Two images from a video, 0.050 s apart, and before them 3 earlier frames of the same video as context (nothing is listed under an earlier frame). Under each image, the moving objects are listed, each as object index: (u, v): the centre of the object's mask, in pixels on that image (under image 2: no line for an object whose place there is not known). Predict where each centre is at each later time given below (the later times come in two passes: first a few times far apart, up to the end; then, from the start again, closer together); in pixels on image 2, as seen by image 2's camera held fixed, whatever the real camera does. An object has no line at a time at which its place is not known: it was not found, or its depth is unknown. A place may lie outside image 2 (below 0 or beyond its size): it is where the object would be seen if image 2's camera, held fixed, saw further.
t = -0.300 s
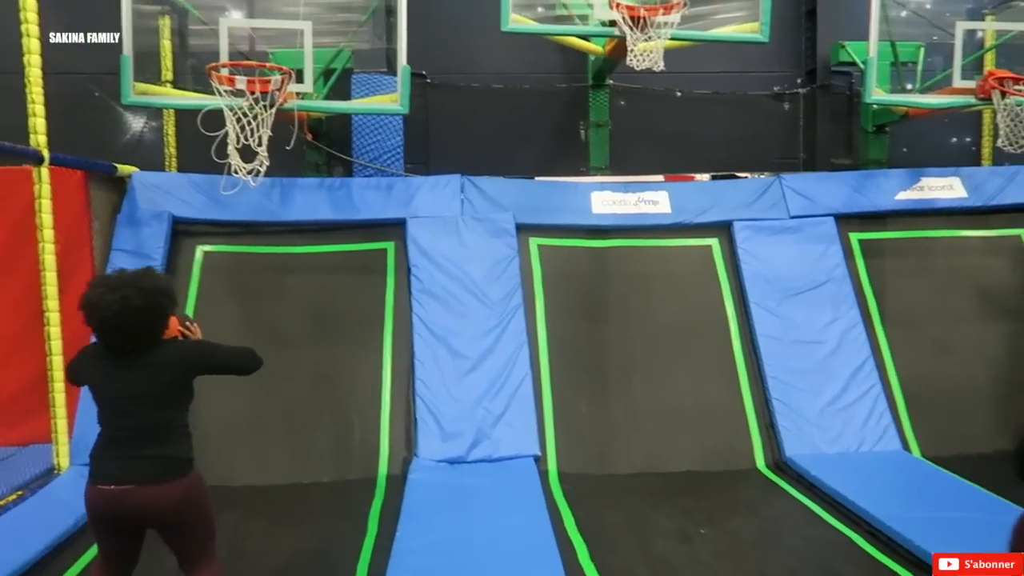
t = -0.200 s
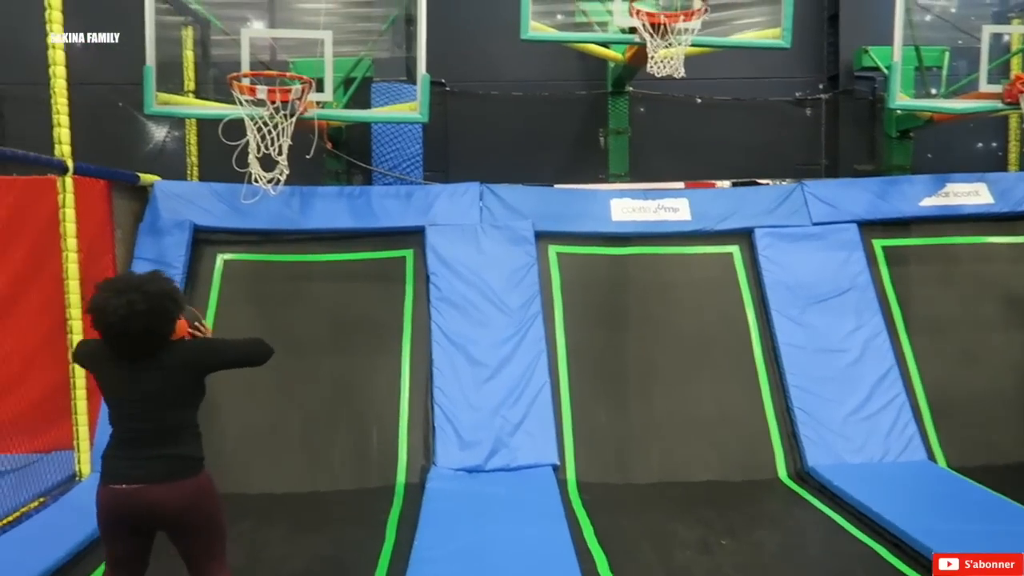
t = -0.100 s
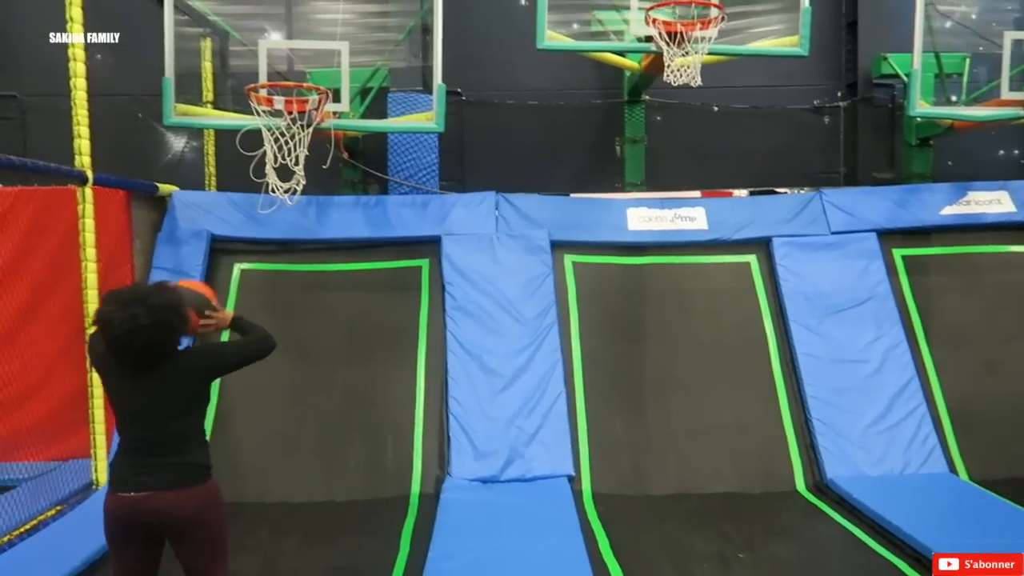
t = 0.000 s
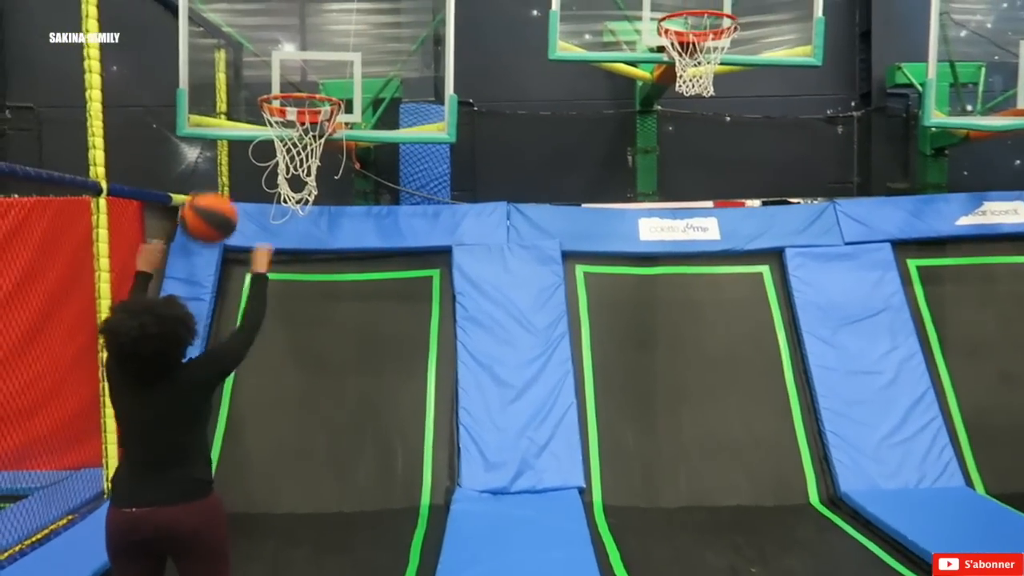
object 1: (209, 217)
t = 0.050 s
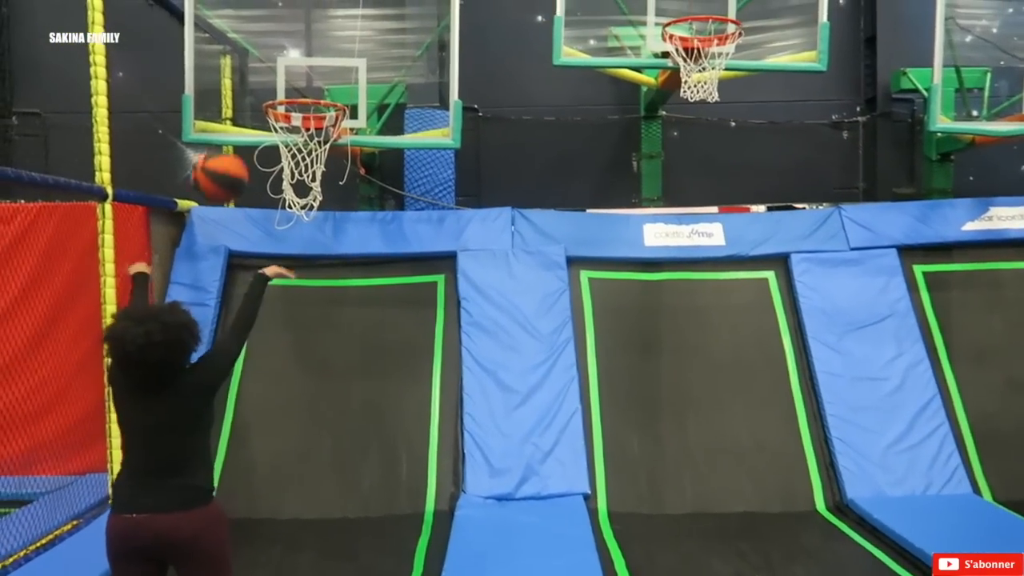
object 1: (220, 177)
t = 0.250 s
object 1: (242, 63)
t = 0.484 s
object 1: (264, 47)
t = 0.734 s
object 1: (292, 107)
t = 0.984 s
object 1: (340, 183)
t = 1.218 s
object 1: (378, 334)
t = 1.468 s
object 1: (414, 480)
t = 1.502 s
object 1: (417, 489)
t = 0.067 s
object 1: (222, 163)
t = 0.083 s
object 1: (224, 150)
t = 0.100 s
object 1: (225, 137)
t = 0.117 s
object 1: (228, 126)
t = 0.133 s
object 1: (230, 115)
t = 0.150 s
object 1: (231, 106)
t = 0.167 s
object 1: (233, 97)
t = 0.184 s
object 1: (234, 88)
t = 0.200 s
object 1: (236, 81)
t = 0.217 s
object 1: (238, 74)
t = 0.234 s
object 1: (240, 68)
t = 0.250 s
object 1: (242, 63)
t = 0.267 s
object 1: (244, 58)
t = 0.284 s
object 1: (245, 54)
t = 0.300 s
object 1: (247, 50)
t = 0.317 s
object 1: (249, 47)
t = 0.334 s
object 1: (250, 45)
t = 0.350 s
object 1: (252, 43)
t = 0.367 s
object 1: (253, 42)
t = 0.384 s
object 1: (255, 41)
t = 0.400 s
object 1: (256, 41)
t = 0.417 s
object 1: (258, 41)
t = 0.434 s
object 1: (260, 42)
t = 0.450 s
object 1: (261, 43)
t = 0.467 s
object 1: (263, 45)
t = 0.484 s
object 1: (264, 47)
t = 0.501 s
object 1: (266, 50)
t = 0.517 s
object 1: (268, 53)
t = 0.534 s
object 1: (269, 57)
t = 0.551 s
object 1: (270, 60)
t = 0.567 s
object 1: (272, 65)
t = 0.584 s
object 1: (273, 70)
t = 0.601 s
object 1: (275, 75)
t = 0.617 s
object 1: (276, 80)
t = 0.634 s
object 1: (278, 84)
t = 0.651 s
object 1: (279, 88)
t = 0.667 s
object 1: (281, 89)
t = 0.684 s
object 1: (283, 90)
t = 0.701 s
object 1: (287, 100)
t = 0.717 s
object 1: (289, 104)
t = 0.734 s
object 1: (292, 107)
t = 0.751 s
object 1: (293, 111)
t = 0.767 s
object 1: (296, 121)
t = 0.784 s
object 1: (295, 123)
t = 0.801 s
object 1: (303, 120)
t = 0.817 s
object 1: (307, 122)
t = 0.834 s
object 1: (308, 125)
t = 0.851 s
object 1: (311, 127)
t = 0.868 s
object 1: (315, 131)
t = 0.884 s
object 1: (315, 137)
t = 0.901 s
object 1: (332, 151)
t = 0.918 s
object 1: (335, 159)
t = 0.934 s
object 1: (332, 161)
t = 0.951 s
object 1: (336, 166)
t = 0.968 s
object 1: (338, 175)
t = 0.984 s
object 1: (340, 183)
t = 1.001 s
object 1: (339, 192)
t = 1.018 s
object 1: (342, 201)
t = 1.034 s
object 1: (346, 211)
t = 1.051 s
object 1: (349, 220)
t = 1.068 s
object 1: (352, 230)
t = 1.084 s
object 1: (356, 241)
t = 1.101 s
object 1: (358, 251)
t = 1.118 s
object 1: (362, 263)
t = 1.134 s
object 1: (364, 273)
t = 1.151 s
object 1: (367, 284)
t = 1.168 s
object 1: (370, 297)
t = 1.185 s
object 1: (372, 308)
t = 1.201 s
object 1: (375, 321)
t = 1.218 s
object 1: (378, 334)
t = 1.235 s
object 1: (381, 347)
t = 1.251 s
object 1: (384, 362)
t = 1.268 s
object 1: (387, 376)
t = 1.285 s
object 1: (390, 391)
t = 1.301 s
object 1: (393, 408)
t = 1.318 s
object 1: (395, 424)
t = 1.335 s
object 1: (398, 432)
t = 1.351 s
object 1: (400, 439)
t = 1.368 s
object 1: (402, 444)
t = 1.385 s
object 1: (405, 448)
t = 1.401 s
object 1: (406, 454)
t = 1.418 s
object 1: (408, 461)
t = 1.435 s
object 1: (409, 465)
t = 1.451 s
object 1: (412, 474)
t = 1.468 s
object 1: (414, 480)
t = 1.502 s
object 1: (417, 489)
